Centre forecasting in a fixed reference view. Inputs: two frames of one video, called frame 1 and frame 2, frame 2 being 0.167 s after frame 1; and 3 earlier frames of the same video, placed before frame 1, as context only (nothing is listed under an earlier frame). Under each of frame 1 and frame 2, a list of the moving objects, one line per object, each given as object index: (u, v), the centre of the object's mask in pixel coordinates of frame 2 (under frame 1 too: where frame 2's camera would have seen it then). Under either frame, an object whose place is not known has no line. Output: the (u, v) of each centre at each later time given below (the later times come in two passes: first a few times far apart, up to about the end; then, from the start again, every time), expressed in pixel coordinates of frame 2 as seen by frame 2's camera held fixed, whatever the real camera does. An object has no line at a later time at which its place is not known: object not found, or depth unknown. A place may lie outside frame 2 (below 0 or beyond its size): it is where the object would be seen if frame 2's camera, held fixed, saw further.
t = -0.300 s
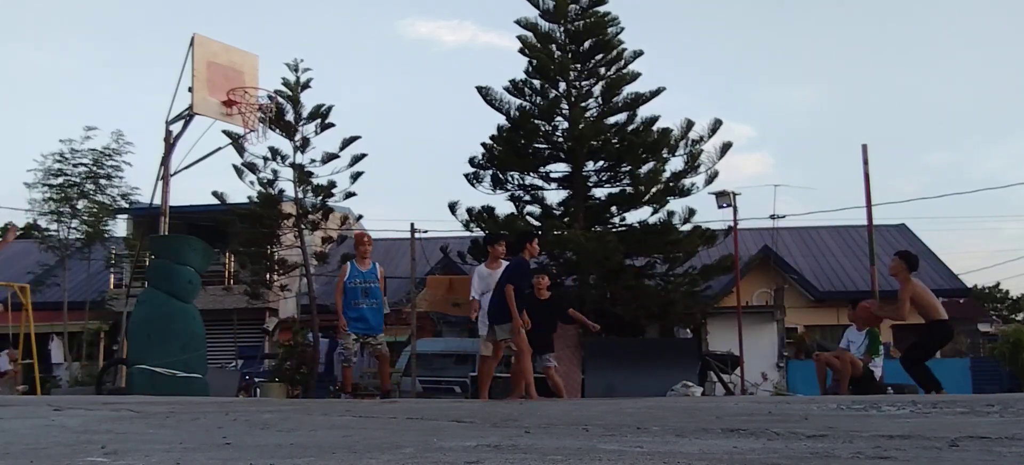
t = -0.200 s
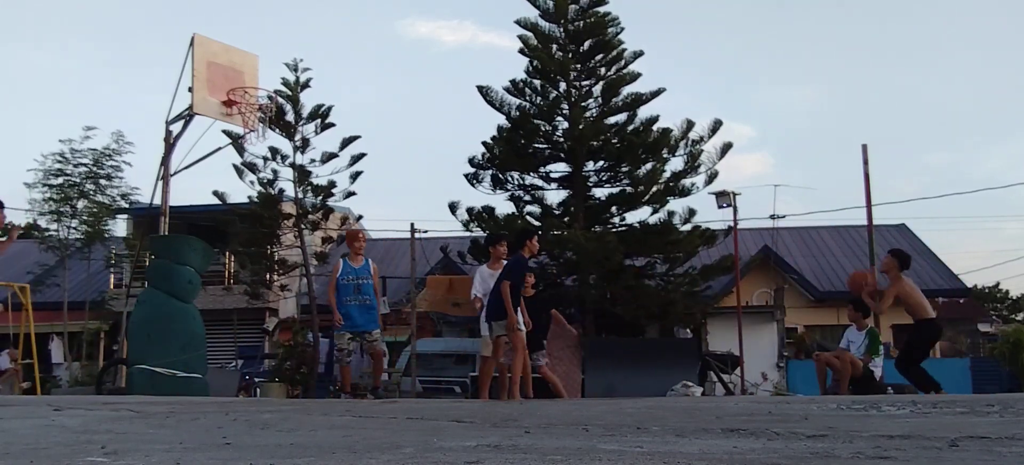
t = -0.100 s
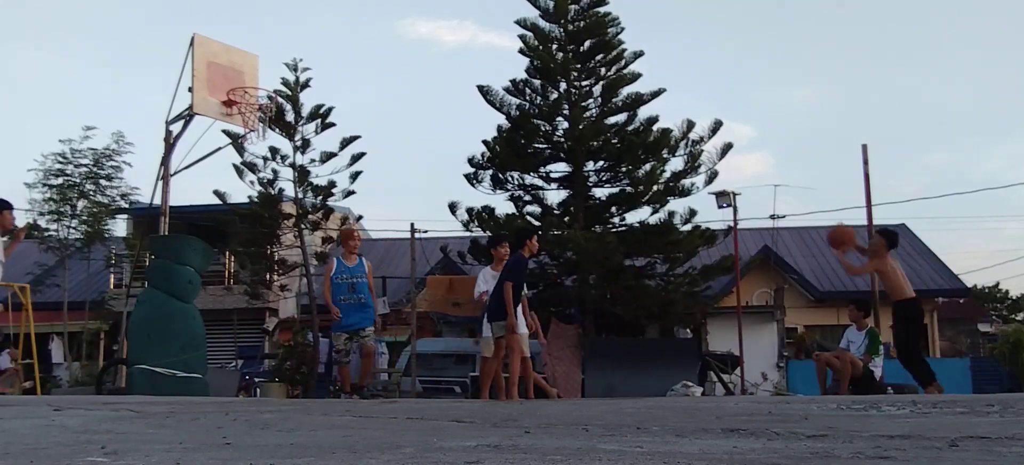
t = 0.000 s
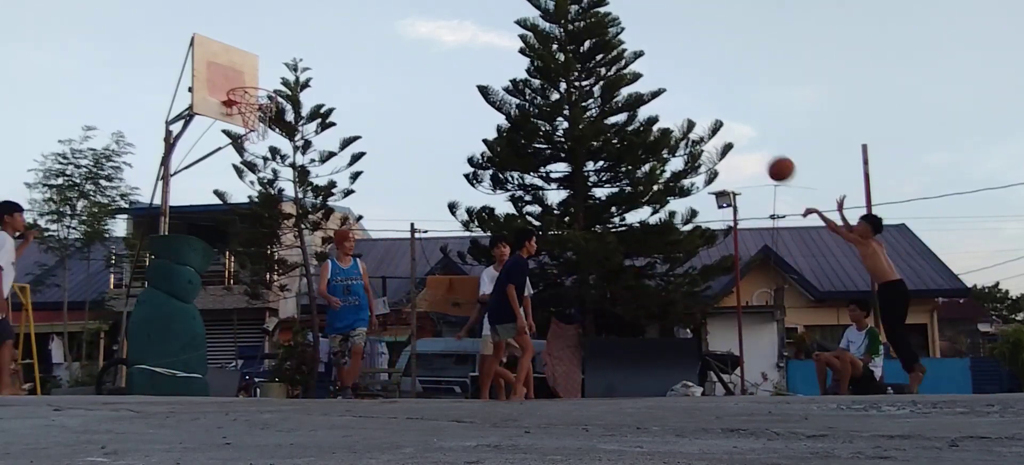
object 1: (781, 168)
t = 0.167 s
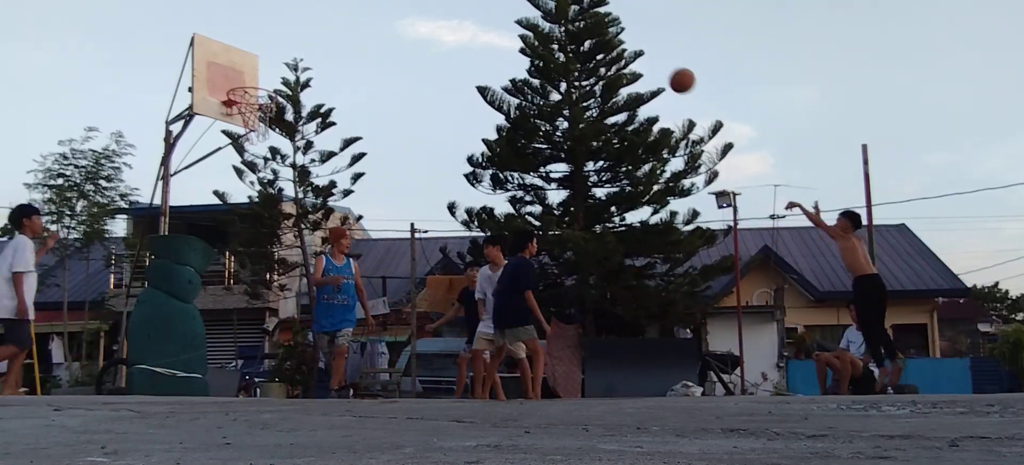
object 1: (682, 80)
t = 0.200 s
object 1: (664, 67)
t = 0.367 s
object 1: (573, 16)
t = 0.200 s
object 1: (664, 67)
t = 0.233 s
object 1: (644, 54)
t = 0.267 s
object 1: (626, 43)
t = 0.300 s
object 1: (608, 32)
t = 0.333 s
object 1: (591, 24)
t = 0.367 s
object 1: (573, 16)
